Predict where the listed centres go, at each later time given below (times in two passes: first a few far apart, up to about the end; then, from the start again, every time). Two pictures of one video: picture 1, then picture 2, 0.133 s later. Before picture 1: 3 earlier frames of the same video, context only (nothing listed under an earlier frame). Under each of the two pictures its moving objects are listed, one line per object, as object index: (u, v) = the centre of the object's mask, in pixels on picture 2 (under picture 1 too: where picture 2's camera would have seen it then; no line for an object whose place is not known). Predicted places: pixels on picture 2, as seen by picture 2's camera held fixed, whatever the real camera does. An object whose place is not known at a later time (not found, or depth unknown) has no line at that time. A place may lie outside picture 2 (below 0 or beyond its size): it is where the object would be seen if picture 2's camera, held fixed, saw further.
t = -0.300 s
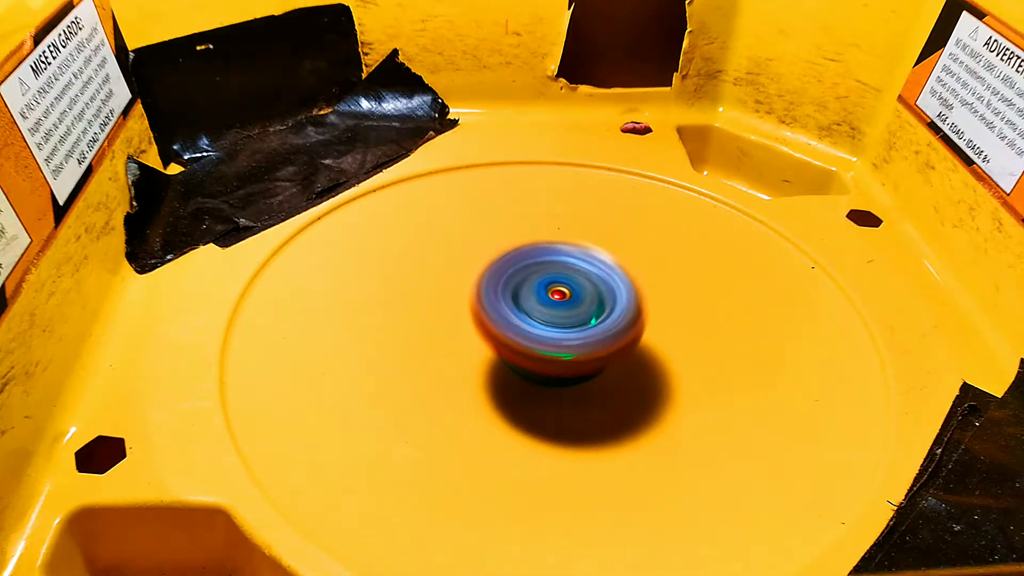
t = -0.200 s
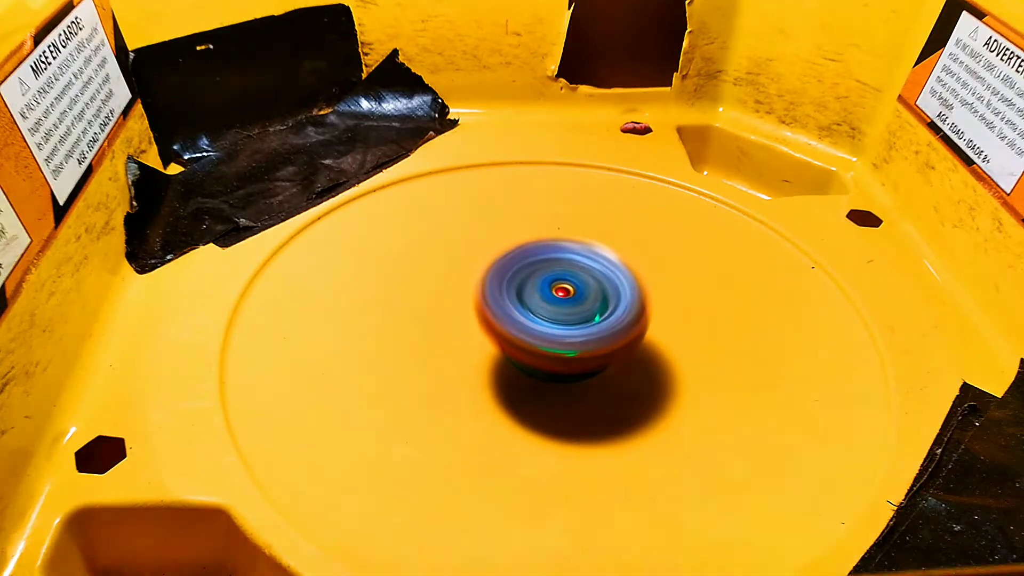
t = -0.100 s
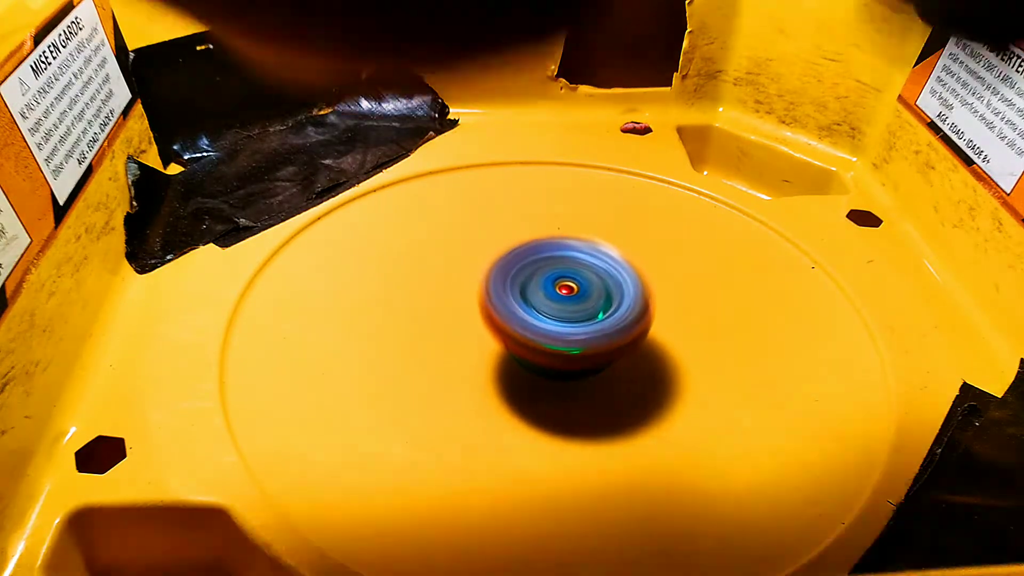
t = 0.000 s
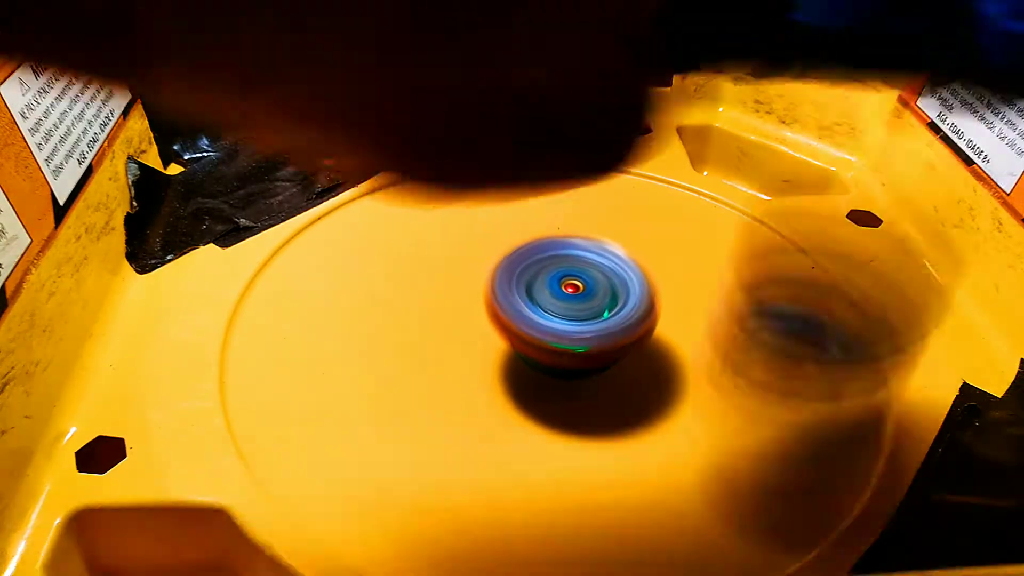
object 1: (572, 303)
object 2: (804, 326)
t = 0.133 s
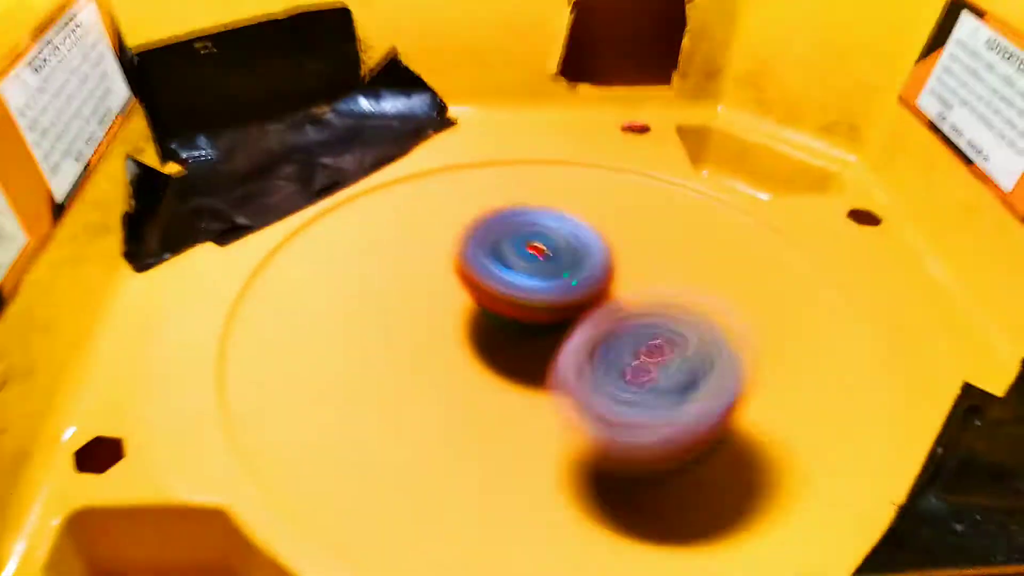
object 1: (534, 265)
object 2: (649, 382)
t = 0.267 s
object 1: (522, 243)
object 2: (548, 371)
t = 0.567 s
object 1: (542, 289)
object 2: (602, 480)
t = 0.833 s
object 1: (452, 341)
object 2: (784, 380)
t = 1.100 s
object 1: (304, 279)
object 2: (531, 238)
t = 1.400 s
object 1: (169, 256)
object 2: (546, 352)
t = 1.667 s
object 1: (351, 283)
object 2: (765, 300)
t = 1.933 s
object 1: (474, 196)
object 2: (638, 199)
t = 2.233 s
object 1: (476, 216)
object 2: (587, 348)
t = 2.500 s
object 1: (664, 259)
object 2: (817, 464)
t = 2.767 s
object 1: (623, 268)
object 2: (785, 348)
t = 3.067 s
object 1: (478, 238)
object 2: (708, 459)
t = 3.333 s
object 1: (407, 284)
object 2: (668, 453)
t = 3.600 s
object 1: (440, 267)
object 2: (589, 402)
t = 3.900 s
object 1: (432, 193)
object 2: (503, 389)
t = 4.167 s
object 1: (511, 237)
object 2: (441, 349)
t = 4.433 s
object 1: (601, 226)
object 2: (487, 334)
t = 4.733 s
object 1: (673, 257)
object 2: (511, 284)
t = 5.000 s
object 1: (851, 287)
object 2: (473, 257)
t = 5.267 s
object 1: (700, 280)
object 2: (525, 266)
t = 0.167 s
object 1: (524, 257)
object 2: (617, 389)
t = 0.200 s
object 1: (521, 252)
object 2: (590, 379)
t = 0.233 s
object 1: (519, 249)
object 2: (564, 368)
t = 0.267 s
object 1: (522, 243)
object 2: (548, 371)
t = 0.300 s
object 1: (522, 234)
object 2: (534, 379)
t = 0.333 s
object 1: (524, 230)
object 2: (525, 389)
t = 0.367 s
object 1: (526, 230)
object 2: (518, 400)
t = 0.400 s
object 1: (528, 232)
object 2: (517, 413)
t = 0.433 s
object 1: (530, 240)
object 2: (522, 427)
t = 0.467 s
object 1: (535, 249)
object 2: (533, 441)
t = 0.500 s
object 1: (541, 261)
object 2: (550, 456)
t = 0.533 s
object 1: (543, 275)
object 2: (572, 469)
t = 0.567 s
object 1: (542, 289)
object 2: (602, 480)
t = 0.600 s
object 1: (540, 304)
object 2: (637, 487)
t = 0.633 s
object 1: (535, 318)
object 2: (675, 490)
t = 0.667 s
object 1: (525, 331)
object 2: (713, 488)
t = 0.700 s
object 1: (511, 341)
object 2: (747, 477)
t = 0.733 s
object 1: (496, 347)
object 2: (772, 458)
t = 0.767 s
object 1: (481, 347)
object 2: (790, 434)
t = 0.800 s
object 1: (466, 345)
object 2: (794, 407)
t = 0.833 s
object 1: (452, 341)
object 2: (784, 380)
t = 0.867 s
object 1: (441, 334)
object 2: (762, 354)
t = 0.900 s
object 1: (433, 325)
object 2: (732, 329)
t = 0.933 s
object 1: (425, 317)
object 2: (696, 308)
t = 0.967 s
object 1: (418, 309)
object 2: (654, 290)
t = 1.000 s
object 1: (414, 302)
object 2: (609, 275)
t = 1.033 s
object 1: (411, 292)
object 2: (564, 262)
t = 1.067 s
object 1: (356, 280)
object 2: (545, 248)
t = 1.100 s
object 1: (304, 279)
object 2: (531, 238)
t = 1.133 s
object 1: (261, 264)
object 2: (515, 232)
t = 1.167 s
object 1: (235, 256)
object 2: (499, 230)
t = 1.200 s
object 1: (224, 253)
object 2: (482, 234)
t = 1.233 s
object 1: (221, 253)
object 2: (465, 242)
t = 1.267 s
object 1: (228, 258)
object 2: (446, 255)
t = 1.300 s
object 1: (240, 263)
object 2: (429, 270)
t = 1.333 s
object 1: (241, 265)
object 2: (441, 297)
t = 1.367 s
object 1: (194, 255)
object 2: (495, 327)
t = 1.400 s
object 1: (169, 256)
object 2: (546, 352)
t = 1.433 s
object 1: (164, 257)
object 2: (594, 364)
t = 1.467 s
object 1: (179, 262)
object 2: (642, 373)
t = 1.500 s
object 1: (194, 263)
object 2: (682, 373)
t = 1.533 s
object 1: (213, 270)
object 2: (716, 366)
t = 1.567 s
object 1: (238, 273)
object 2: (743, 354)
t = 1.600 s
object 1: (274, 280)
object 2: (759, 339)
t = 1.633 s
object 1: (314, 284)
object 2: (766, 319)
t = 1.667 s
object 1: (351, 283)
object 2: (765, 300)
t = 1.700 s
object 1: (390, 279)
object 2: (758, 280)
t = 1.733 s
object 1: (424, 272)
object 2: (739, 260)
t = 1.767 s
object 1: (457, 262)
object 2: (716, 243)
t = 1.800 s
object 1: (489, 249)
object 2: (688, 228)
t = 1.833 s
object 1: (509, 234)
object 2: (662, 215)
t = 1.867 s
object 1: (494, 218)
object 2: (658, 204)
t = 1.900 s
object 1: (481, 205)
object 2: (652, 199)
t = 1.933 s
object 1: (474, 196)
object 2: (638, 199)
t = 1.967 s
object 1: (468, 190)
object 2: (619, 204)
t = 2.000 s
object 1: (452, 183)
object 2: (610, 215)
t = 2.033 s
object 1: (438, 180)
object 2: (598, 228)
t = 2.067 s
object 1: (430, 181)
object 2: (587, 244)
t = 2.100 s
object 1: (428, 184)
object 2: (579, 264)
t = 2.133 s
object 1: (431, 189)
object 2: (574, 286)
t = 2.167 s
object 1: (441, 197)
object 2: (573, 306)
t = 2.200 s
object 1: (456, 206)
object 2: (578, 329)
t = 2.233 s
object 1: (476, 216)
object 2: (587, 348)
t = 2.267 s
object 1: (502, 228)
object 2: (599, 361)
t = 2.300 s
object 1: (530, 240)
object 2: (616, 371)
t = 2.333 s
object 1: (562, 256)
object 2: (636, 378)
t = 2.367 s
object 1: (593, 269)
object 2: (661, 389)
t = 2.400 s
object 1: (619, 271)
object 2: (695, 411)
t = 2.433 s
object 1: (637, 265)
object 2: (741, 439)
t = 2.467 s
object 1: (653, 262)
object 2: (783, 459)
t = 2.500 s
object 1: (664, 259)
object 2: (817, 464)
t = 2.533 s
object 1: (666, 264)
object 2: (837, 458)
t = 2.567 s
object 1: (668, 265)
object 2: (839, 445)
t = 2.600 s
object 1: (668, 266)
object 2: (833, 425)
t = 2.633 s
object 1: (665, 268)
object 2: (819, 400)
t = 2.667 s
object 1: (661, 272)
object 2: (807, 377)
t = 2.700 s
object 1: (653, 275)
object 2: (793, 358)
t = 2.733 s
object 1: (641, 273)
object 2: (789, 350)
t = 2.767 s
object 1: (623, 268)
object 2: (785, 348)
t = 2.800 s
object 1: (608, 264)
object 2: (773, 346)
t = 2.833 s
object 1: (594, 263)
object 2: (753, 346)
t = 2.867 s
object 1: (582, 265)
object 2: (728, 347)
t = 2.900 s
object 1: (574, 269)
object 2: (704, 348)
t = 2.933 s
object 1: (557, 265)
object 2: (701, 372)
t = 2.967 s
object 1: (532, 252)
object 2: (704, 395)
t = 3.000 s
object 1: (509, 242)
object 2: (705, 422)
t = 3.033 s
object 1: (492, 238)
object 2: (707, 439)
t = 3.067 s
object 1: (478, 238)
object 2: (708, 459)
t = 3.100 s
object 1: (465, 241)
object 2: (709, 472)
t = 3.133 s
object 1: (453, 245)
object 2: (707, 480)
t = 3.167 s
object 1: (441, 252)
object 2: (704, 484)
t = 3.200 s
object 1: (430, 259)
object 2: (699, 484)
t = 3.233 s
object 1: (421, 266)
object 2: (693, 479)
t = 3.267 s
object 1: (413, 273)
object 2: (686, 473)
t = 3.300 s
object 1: (409, 278)
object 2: (677, 463)
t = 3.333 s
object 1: (407, 284)
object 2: (668, 453)
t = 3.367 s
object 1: (409, 287)
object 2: (654, 442)
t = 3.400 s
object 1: (413, 291)
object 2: (643, 431)
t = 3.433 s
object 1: (420, 294)
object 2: (629, 419)
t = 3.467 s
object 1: (430, 296)
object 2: (616, 407)
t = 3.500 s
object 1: (440, 299)
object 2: (601, 397)
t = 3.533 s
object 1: (451, 300)
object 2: (588, 389)
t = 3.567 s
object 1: (448, 285)
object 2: (590, 395)
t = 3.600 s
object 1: (440, 267)
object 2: (589, 402)
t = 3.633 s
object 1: (432, 248)
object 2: (585, 406)
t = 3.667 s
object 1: (425, 233)
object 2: (577, 409)
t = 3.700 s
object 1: (418, 220)
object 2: (566, 410)
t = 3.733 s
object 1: (413, 208)
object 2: (556, 409)
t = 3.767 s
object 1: (412, 201)
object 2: (544, 408)
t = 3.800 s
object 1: (413, 196)
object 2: (533, 404)
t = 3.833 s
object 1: (417, 193)
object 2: (523, 400)
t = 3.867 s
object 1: (424, 192)
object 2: (512, 395)
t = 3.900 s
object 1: (432, 193)
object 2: (503, 389)
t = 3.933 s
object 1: (440, 196)
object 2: (493, 384)
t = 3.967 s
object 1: (449, 200)
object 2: (484, 376)
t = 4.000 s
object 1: (459, 207)
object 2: (476, 369)
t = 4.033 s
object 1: (468, 216)
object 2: (468, 363)
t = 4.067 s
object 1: (477, 225)
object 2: (462, 356)
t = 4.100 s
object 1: (486, 231)
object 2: (456, 351)
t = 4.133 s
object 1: (496, 235)
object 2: (449, 348)
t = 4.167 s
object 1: (511, 237)
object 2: (441, 349)
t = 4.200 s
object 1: (524, 233)
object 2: (439, 349)
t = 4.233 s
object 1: (538, 231)
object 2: (442, 349)
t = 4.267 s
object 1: (550, 229)
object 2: (448, 348)
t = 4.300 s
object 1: (562, 226)
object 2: (458, 346)
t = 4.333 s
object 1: (574, 225)
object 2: (468, 345)
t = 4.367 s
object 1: (584, 225)
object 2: (477, 343)
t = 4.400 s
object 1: (593, 225)
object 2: (482, 340)
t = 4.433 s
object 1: (601, 226)
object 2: (487, 334)
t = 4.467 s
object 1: (609, 227)
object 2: (489, 327)
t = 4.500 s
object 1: (615, 228)
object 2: (491, 320)
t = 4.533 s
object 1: (620, 231)
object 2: (492, 312)
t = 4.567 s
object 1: (626, 238)
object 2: (493, 305)
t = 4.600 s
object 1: (629, 241)
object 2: (492, 298)
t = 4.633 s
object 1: (640, 242)
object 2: (490, 294)
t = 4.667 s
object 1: (651, 244)
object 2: (493, 292)
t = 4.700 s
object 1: (663, 249)
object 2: (501, 288)
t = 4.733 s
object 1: (673, 257)
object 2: (511, 284)
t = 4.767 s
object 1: (687, 263)
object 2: (516, 281)
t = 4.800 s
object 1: (752, 271)
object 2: (497, 274)
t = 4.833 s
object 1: (800, 274)
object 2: (483, 266)
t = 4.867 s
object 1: (841, 281)
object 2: (475, 261)
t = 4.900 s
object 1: (862, 286)
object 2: (472, 258)
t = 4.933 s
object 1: (869, 290)
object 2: (471, 256)
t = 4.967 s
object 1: (863, 290)
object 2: (472, 256)
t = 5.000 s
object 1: (851, 287)
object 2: (473, 257)
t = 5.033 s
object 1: (835, 283)
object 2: (476, 258)
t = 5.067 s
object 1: (820, 277)
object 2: (481, 260)
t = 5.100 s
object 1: (806, 271)
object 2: (487, 262)
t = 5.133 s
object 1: (788, 267)
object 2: (495, 264)
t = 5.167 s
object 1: (766, 265)
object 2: (504, 266)
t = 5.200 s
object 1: (739, 266)
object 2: (515, 267)
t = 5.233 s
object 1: (709, 271)
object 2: (526, 269)
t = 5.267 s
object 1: (700, 280)
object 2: (525, 266)
